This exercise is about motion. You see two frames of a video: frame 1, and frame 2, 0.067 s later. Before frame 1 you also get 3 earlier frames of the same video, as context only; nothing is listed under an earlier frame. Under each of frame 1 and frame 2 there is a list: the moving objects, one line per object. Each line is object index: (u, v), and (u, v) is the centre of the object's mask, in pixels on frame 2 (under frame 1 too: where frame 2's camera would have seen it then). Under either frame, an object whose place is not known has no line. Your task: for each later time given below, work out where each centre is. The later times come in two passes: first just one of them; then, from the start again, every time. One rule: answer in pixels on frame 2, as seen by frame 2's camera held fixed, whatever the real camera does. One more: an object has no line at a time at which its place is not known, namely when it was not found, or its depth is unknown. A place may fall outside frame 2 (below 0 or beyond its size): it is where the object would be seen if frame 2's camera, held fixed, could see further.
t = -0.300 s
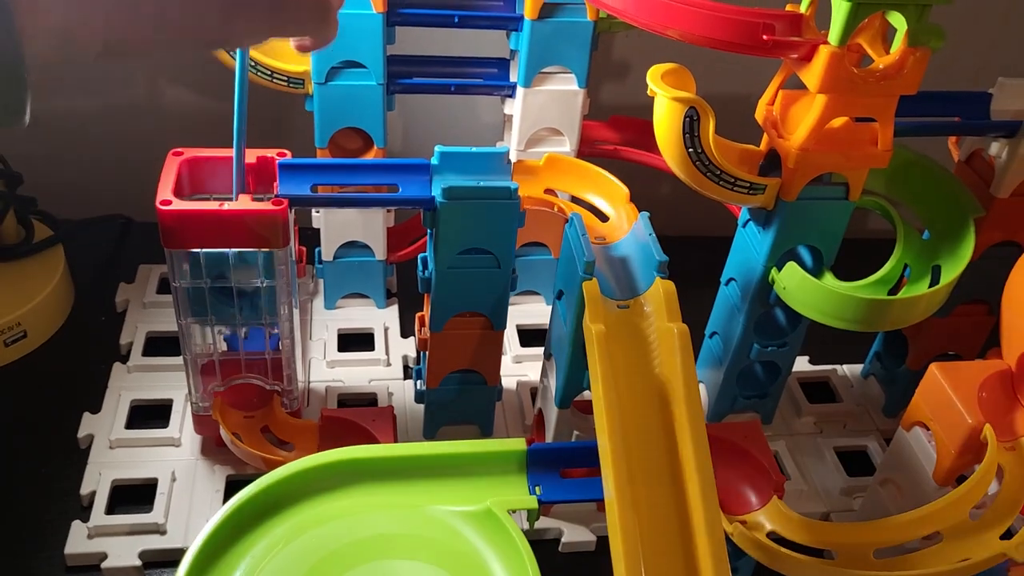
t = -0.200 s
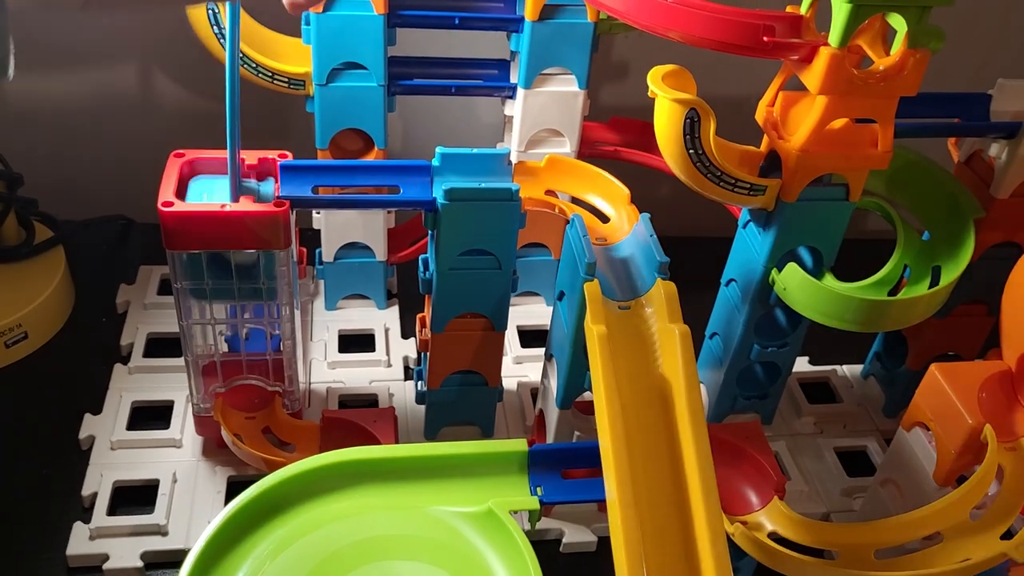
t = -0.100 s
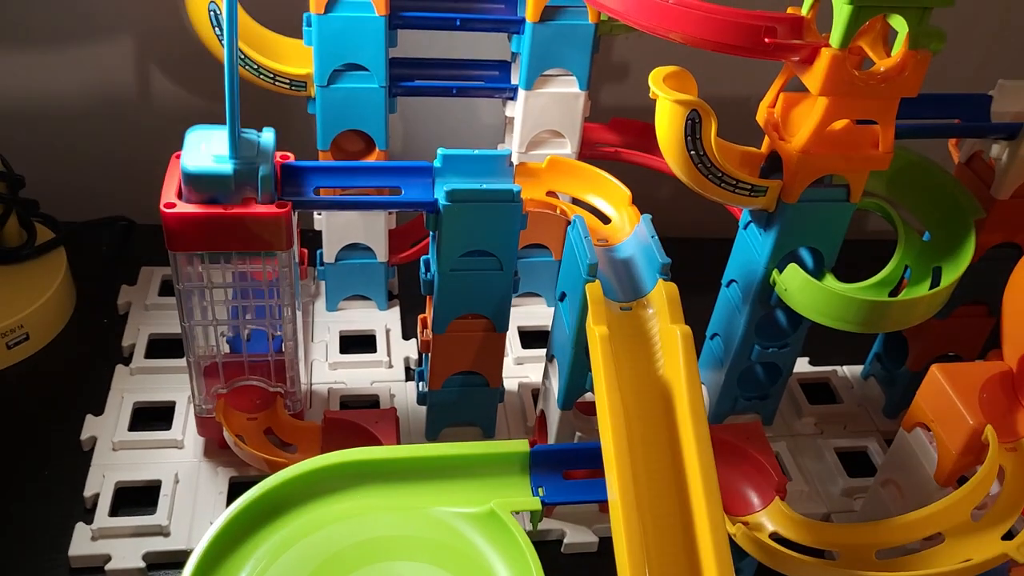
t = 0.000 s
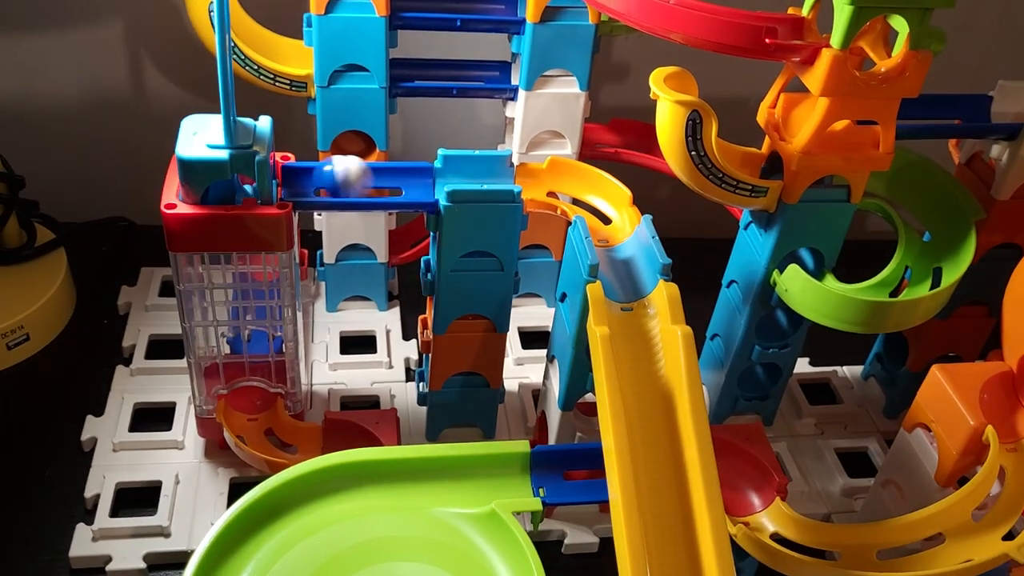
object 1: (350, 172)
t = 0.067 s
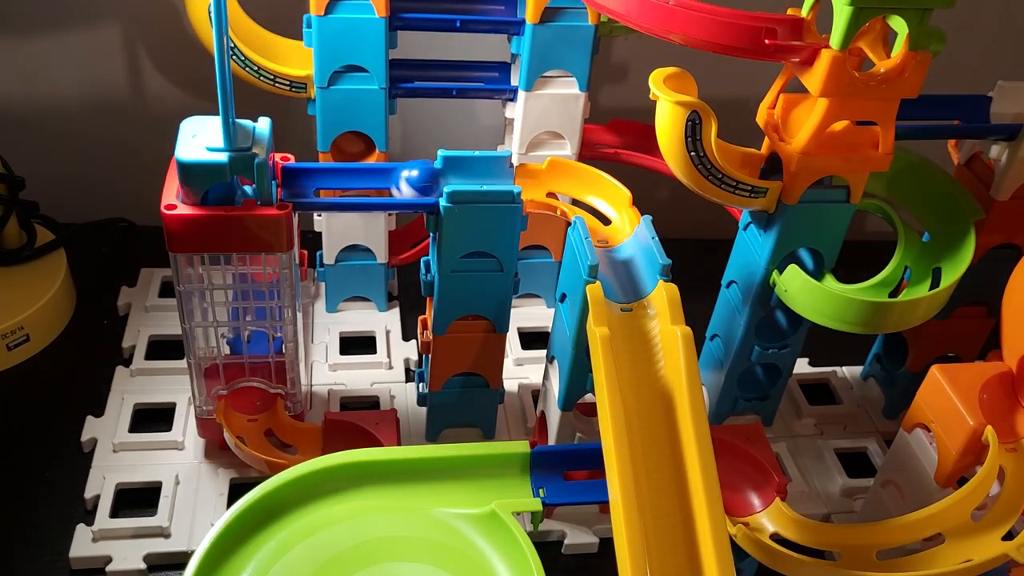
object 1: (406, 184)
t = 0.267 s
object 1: (586, 195)
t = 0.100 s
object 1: (443, 177)
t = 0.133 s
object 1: (485, 174)
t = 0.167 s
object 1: (514, 172)
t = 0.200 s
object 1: (548, 177)
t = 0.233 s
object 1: (553, 186)
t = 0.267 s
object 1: (586, 195)
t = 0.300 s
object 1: (605, 212)
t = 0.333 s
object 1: (611, 229)
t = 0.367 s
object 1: (619, 247)
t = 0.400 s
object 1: (633, 272)
